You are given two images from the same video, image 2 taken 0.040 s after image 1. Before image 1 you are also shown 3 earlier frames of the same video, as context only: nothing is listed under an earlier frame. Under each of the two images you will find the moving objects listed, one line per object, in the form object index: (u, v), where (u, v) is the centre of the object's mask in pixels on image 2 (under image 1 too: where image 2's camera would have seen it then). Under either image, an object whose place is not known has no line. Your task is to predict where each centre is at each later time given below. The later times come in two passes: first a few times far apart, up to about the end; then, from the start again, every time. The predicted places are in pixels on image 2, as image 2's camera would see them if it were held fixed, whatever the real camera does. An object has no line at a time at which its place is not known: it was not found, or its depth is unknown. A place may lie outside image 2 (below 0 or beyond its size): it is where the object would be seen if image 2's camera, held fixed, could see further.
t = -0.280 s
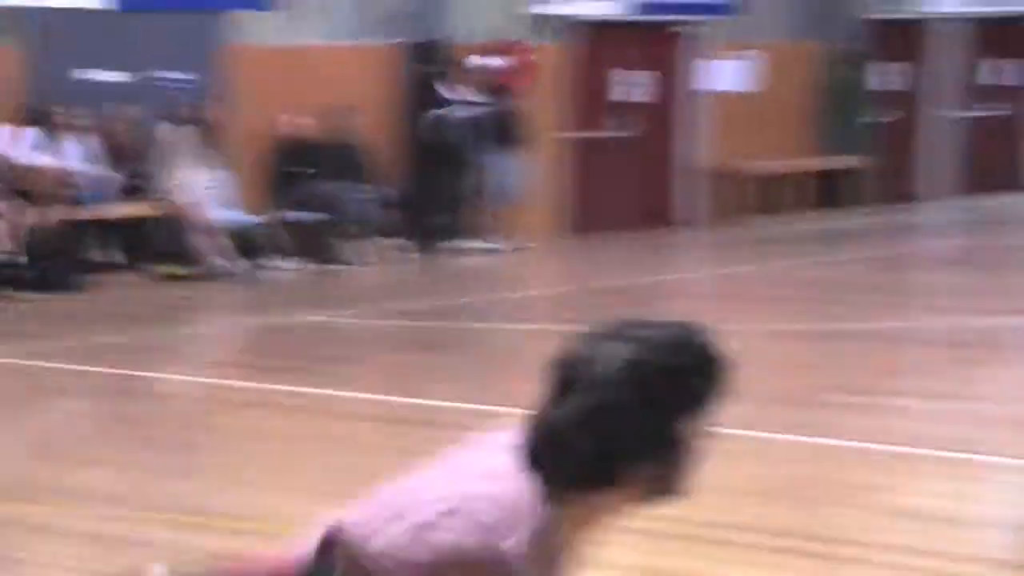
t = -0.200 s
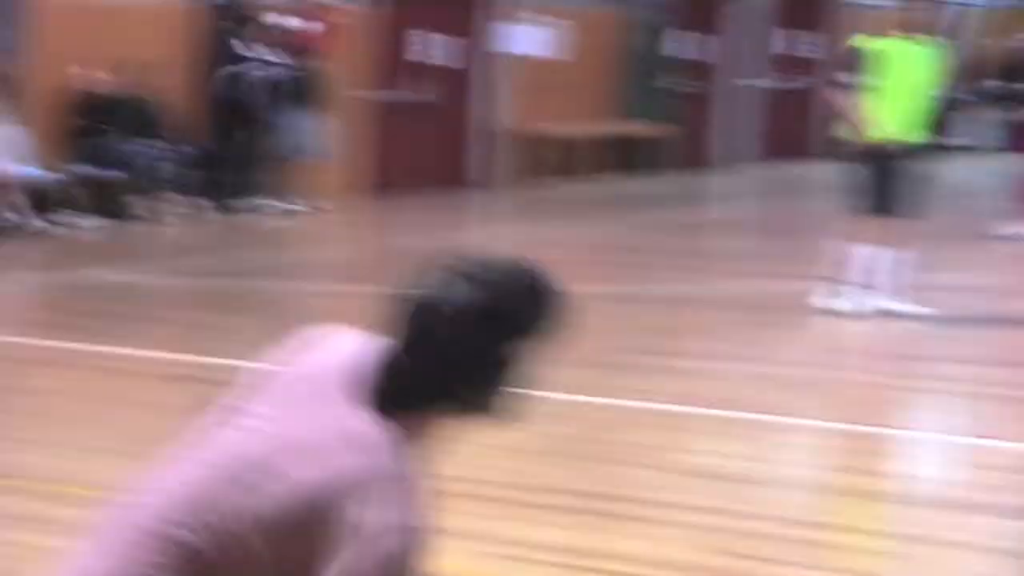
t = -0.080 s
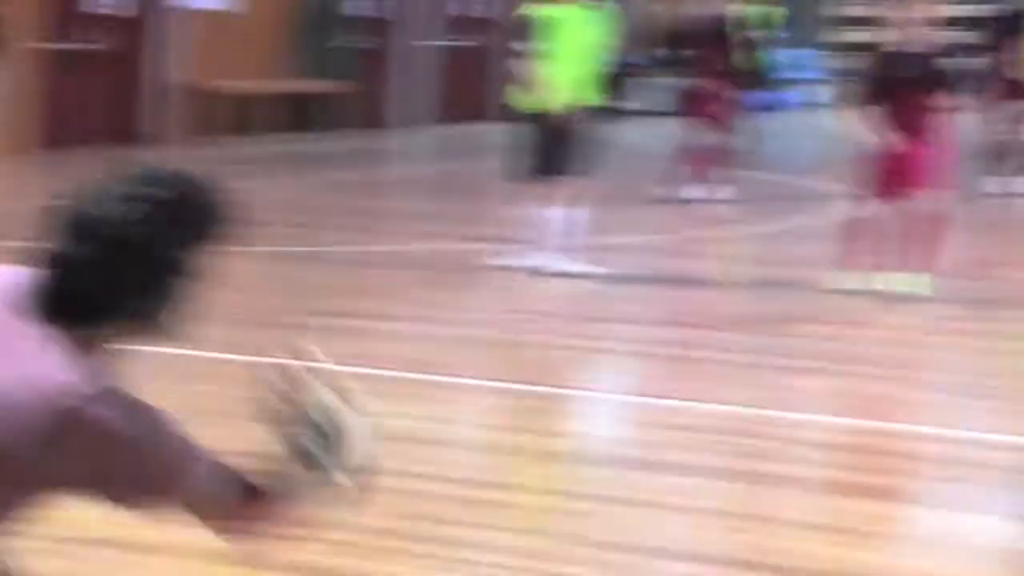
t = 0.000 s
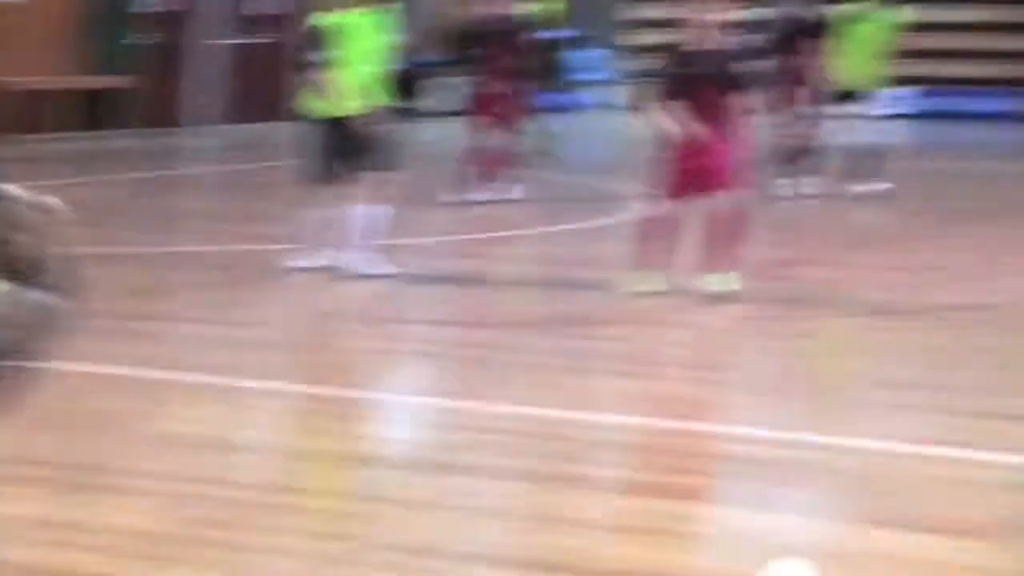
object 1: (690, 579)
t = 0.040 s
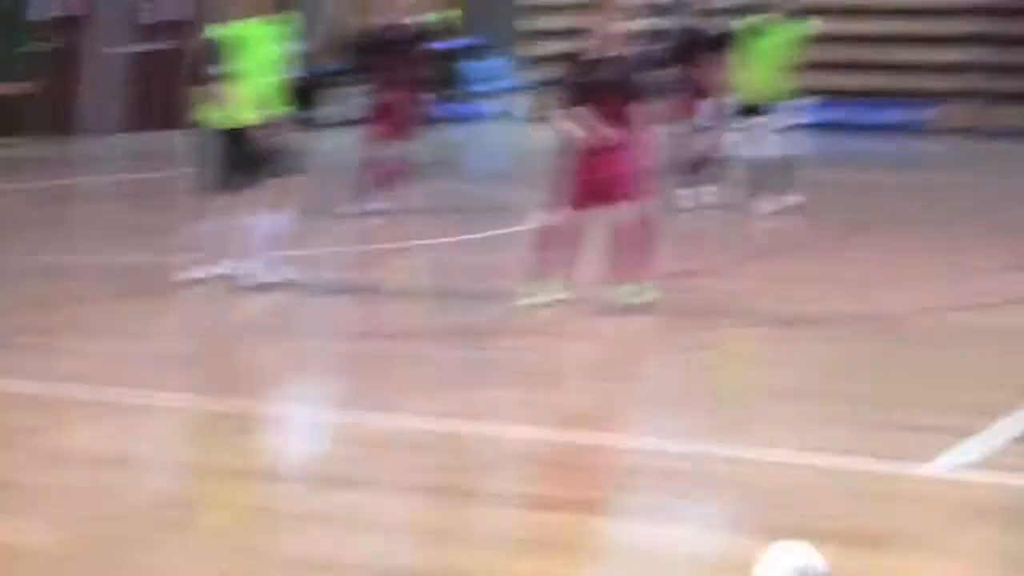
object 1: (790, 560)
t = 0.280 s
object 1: (1201, 444)
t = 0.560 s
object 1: (1440, 360)
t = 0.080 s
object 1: (890, 544)
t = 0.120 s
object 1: (976, 536)
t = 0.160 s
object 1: (1047, 528)
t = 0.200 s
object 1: (1099, 501)
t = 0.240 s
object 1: (1154, 468)
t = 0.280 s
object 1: (1201, 444)
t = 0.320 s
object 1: (1243, 427)
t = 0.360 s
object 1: (1285, 419)
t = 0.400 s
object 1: (1320, 416)
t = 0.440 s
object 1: (1353, 417)
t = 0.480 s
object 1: (1382, 387)
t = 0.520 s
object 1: (1410, 371)
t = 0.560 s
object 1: (1440, 360)
